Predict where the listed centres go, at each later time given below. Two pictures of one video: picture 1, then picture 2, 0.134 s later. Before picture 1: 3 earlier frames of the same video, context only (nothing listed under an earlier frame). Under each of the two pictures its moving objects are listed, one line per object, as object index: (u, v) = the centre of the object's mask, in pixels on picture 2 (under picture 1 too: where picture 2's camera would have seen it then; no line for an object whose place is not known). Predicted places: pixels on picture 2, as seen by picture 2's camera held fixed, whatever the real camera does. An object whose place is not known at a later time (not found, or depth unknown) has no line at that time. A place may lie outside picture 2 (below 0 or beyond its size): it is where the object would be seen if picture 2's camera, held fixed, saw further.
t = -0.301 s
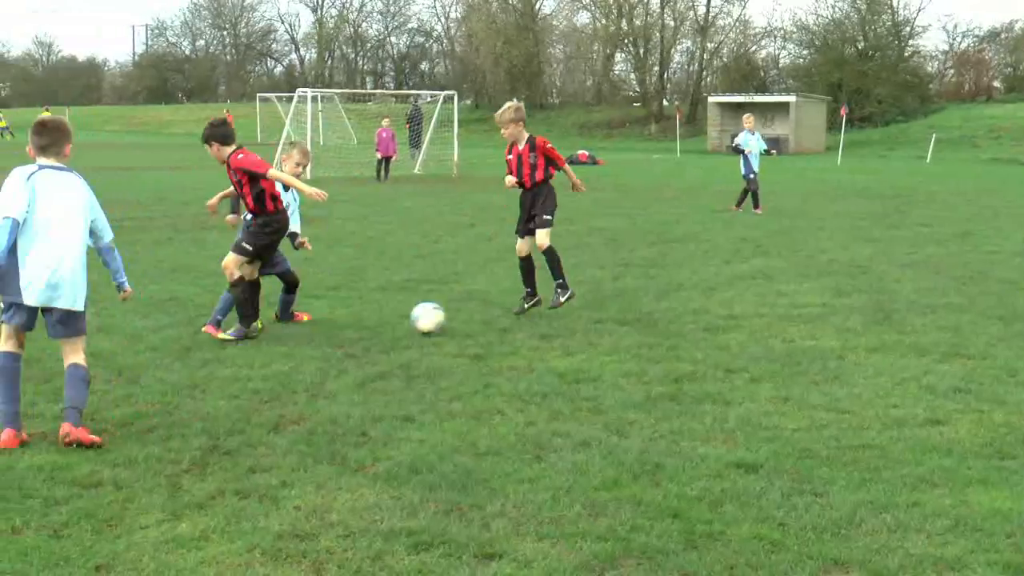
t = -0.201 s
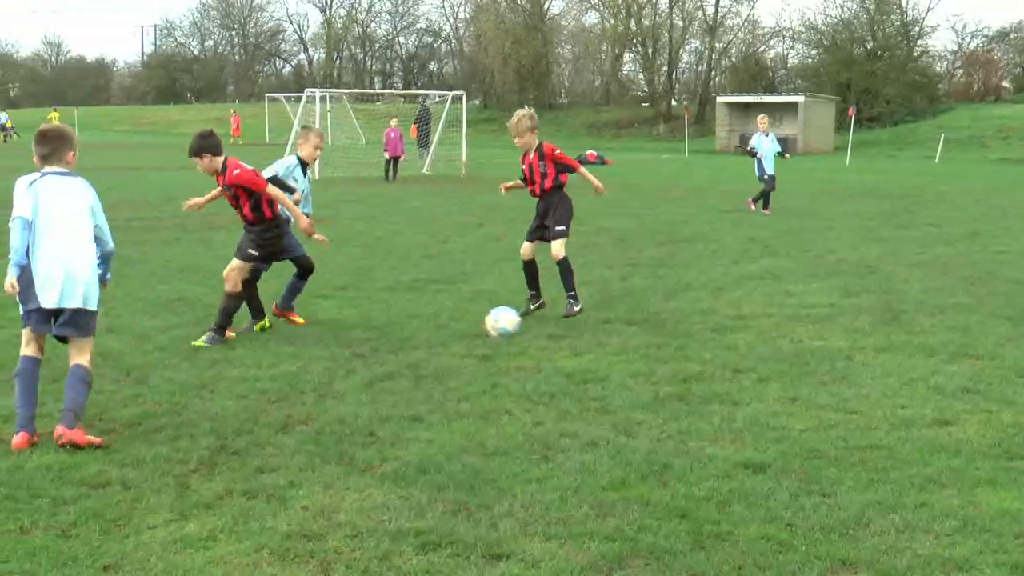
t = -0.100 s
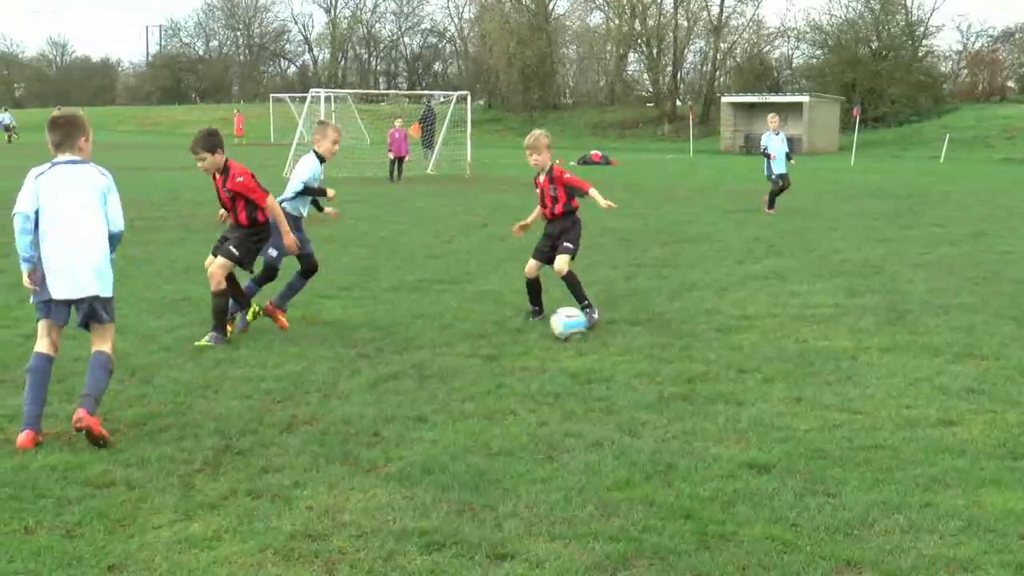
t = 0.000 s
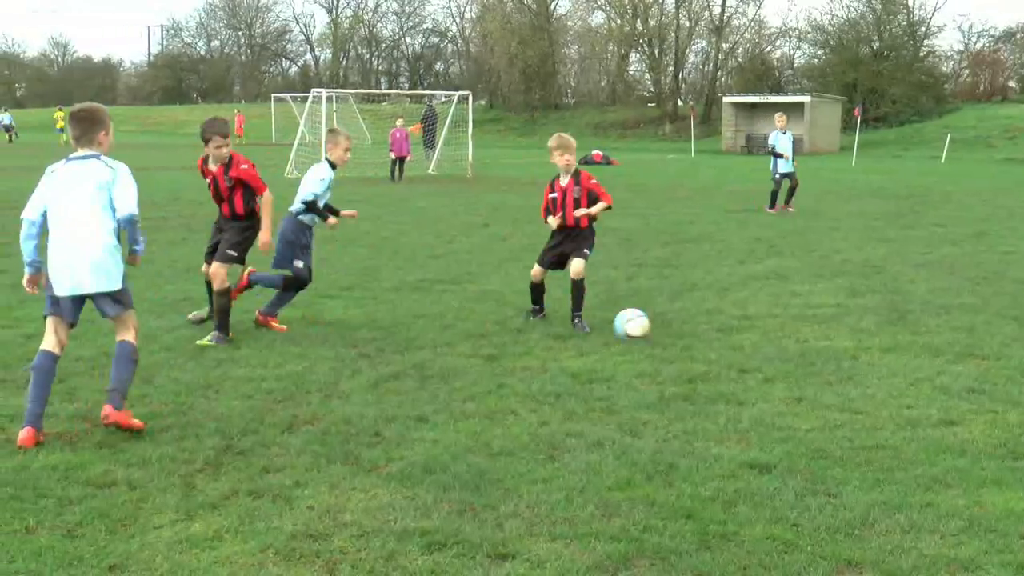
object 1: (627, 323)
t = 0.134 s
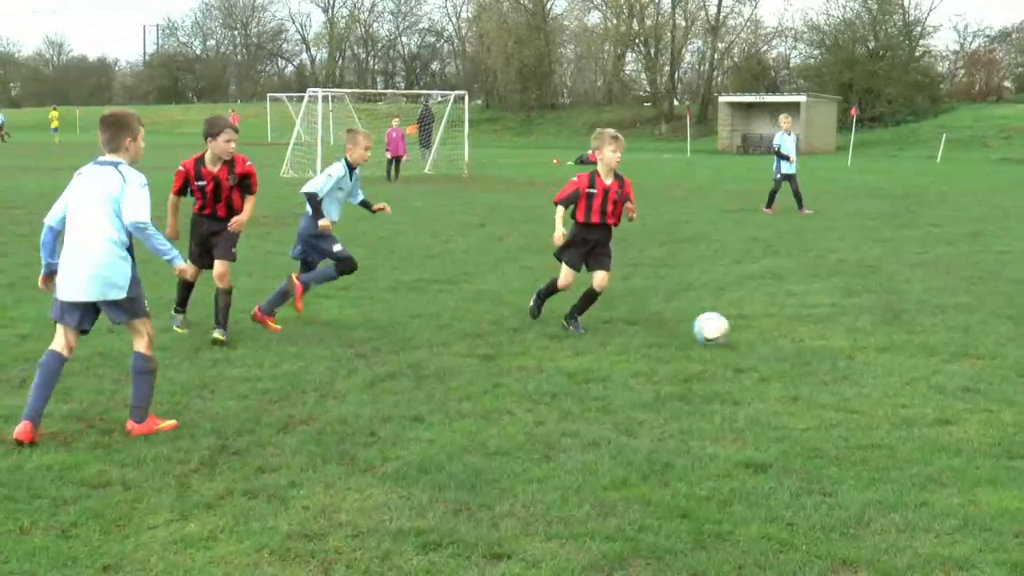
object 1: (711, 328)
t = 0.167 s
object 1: (723, 328)
